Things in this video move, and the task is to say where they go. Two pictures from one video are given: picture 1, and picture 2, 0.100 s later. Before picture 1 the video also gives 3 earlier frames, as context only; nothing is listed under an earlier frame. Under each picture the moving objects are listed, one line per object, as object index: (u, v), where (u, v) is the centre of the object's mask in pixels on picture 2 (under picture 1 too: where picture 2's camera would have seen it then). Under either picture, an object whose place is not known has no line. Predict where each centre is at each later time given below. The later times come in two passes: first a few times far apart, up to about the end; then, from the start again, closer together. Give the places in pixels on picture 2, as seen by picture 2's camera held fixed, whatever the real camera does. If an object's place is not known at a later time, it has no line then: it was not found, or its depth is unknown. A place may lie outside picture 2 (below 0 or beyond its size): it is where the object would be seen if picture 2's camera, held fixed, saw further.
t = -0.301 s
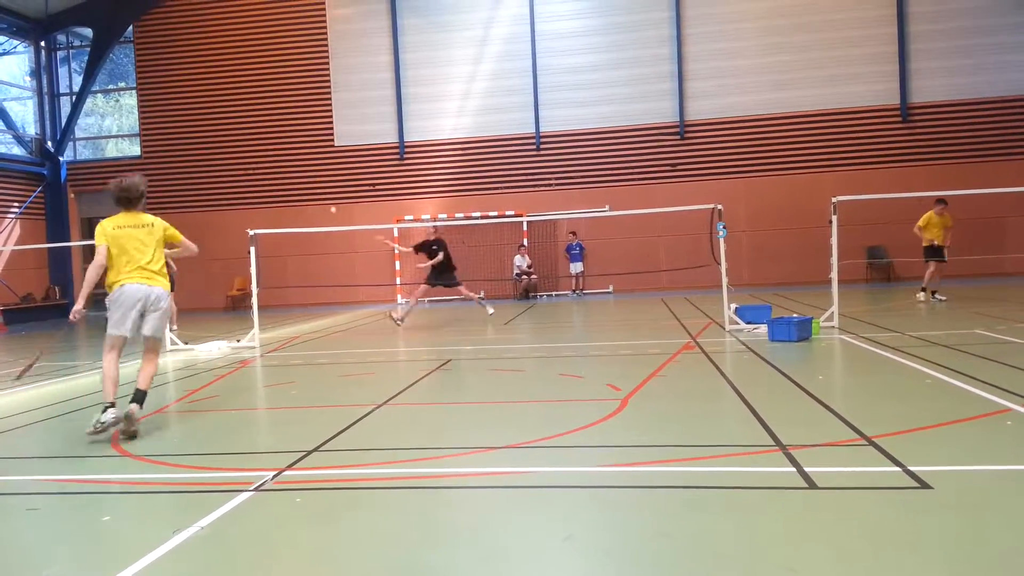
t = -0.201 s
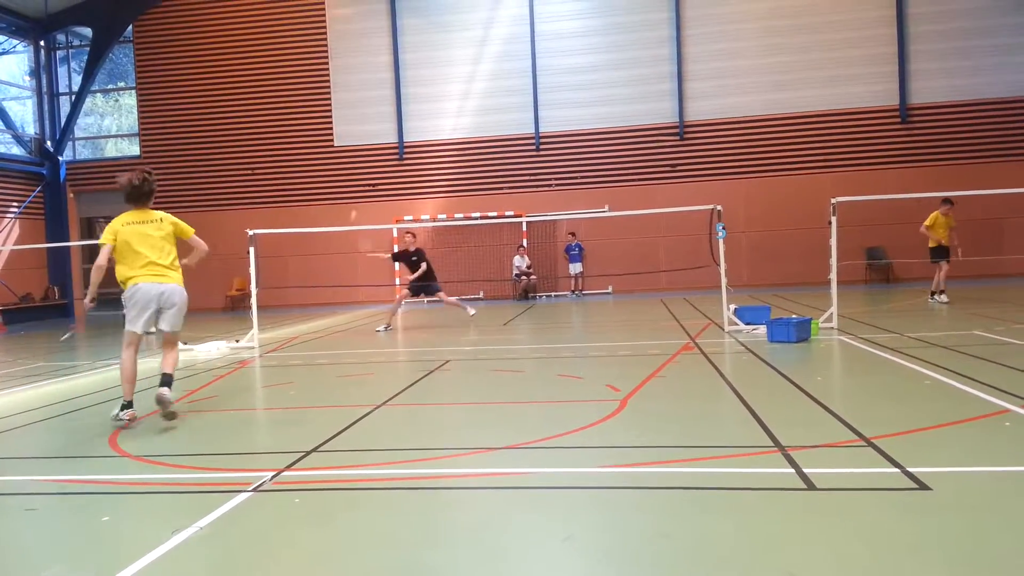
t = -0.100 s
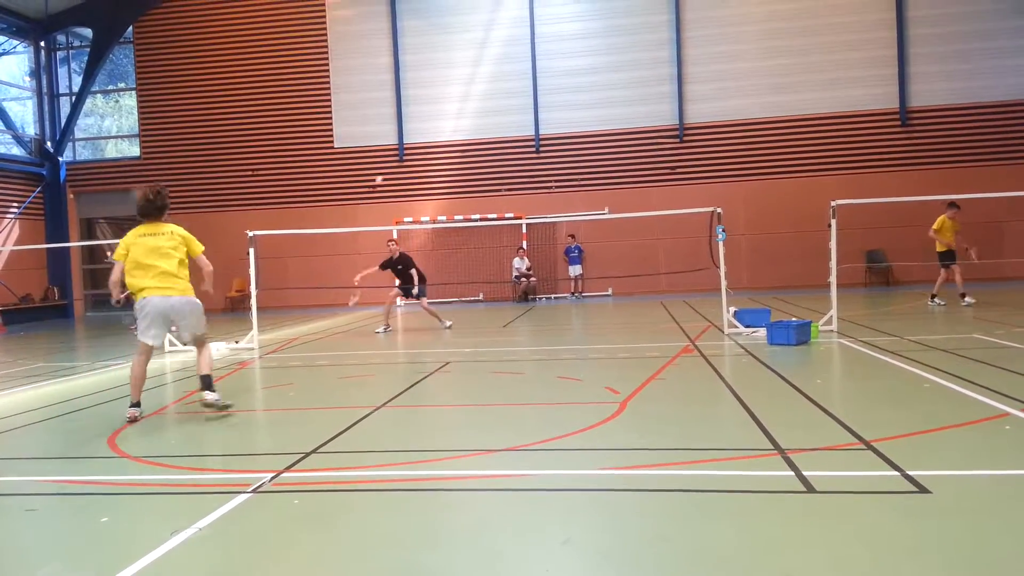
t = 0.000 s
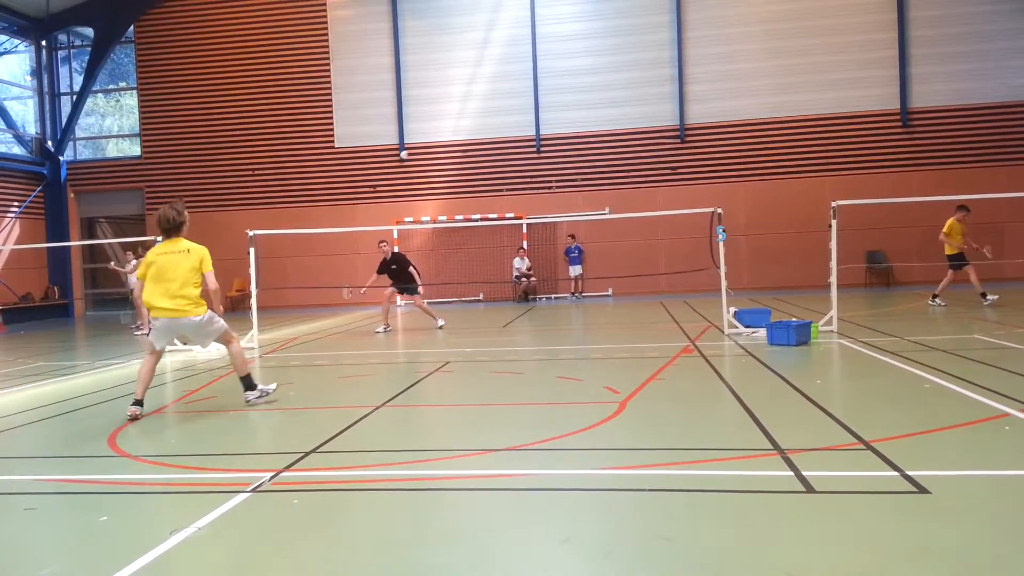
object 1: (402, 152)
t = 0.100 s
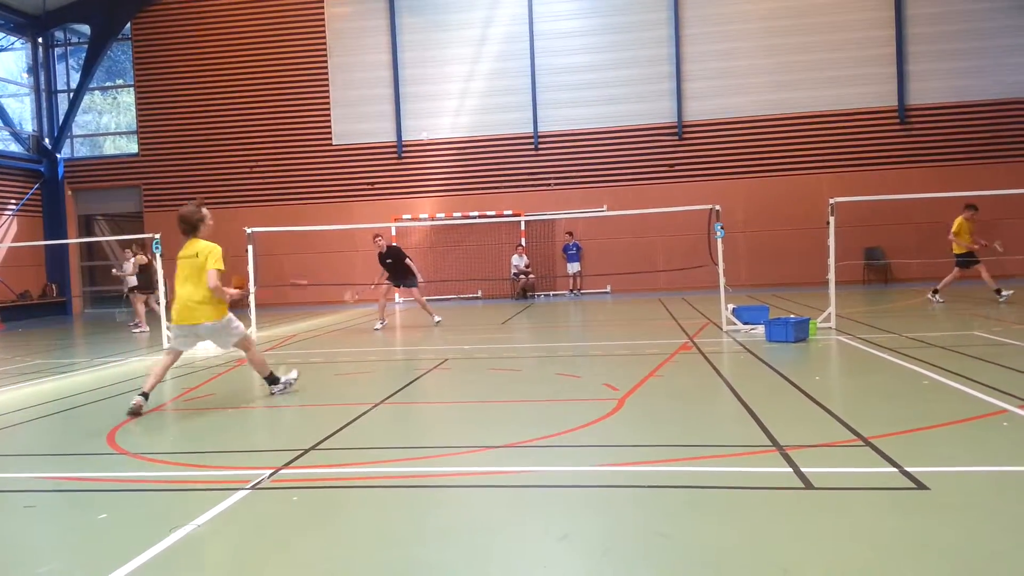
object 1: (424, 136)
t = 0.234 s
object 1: (459, 131)
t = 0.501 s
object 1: (529, 194)
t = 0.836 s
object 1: (633, 449)
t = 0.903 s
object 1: (639, 426)
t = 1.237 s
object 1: (659, 451)
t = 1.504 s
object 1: (663, 477)
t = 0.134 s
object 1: (434, 133)
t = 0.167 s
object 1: (443, 132)
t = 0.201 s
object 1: (452, 131)
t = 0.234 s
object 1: (459, 131)
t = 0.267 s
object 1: (467, 133)
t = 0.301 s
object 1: (475, 137)
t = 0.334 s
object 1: (484, 143)
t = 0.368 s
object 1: (493, 149)
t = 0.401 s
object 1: (501, 158)
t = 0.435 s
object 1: (510, 168)
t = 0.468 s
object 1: (520, 180)
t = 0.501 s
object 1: (529, 194)
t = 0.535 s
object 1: (538, 209)
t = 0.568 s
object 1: (548, 229)
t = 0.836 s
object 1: (633, 449)
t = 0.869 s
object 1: (636, 437)
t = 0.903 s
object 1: (639, 426)
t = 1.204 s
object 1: (655, 439)
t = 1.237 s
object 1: (659, 451)
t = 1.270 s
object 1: (663, 464)
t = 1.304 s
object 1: (665, 469)
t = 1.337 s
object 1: (663, 464)
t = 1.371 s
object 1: (661, 462)
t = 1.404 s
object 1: (662, 463)
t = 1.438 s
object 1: (661, 465)
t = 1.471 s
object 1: (663, 470)
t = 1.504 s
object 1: (663, 477)
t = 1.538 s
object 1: (662, 476)
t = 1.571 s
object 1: (661, 473)
